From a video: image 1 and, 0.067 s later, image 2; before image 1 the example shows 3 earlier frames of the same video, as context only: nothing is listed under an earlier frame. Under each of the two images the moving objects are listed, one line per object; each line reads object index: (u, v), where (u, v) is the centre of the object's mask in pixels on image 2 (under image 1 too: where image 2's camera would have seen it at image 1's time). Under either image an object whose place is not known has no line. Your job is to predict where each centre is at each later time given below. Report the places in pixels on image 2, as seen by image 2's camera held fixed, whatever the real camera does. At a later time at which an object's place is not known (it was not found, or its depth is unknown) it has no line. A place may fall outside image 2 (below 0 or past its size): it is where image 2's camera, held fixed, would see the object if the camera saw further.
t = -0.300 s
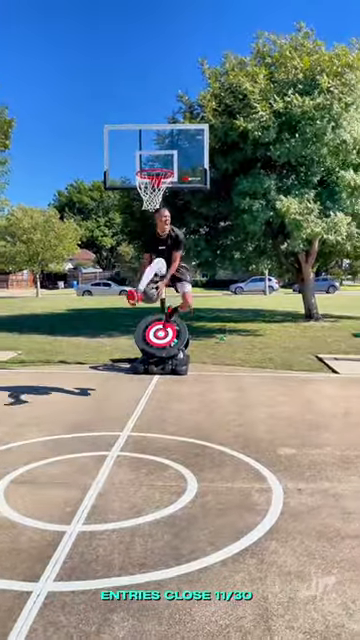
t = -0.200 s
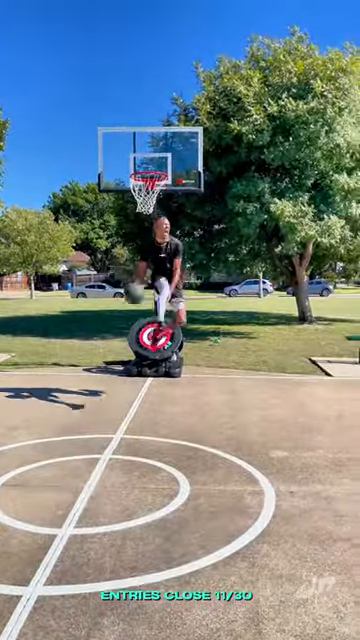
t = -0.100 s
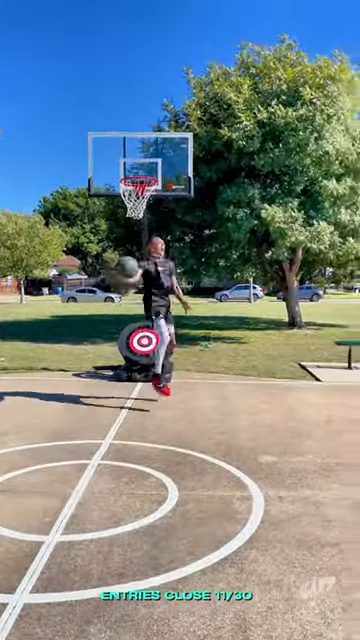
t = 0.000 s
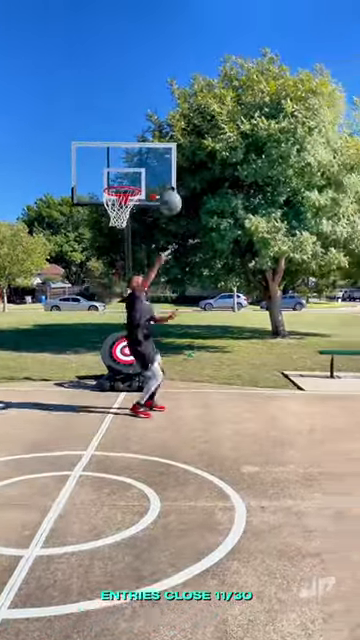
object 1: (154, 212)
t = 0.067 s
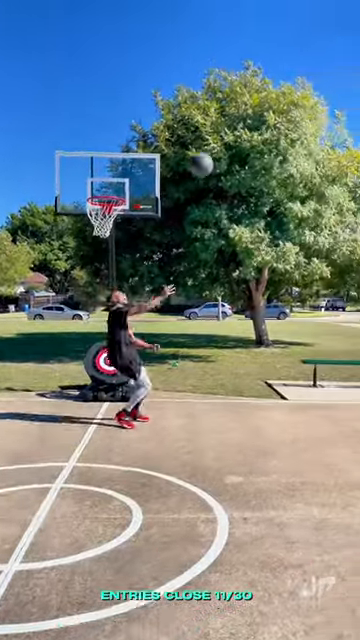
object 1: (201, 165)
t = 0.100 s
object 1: (226, 142)
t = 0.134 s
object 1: (248, 120)
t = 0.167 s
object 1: (270, 101)
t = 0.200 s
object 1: (293, 81)
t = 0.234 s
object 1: (316, 61)
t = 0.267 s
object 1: (340, 43)
